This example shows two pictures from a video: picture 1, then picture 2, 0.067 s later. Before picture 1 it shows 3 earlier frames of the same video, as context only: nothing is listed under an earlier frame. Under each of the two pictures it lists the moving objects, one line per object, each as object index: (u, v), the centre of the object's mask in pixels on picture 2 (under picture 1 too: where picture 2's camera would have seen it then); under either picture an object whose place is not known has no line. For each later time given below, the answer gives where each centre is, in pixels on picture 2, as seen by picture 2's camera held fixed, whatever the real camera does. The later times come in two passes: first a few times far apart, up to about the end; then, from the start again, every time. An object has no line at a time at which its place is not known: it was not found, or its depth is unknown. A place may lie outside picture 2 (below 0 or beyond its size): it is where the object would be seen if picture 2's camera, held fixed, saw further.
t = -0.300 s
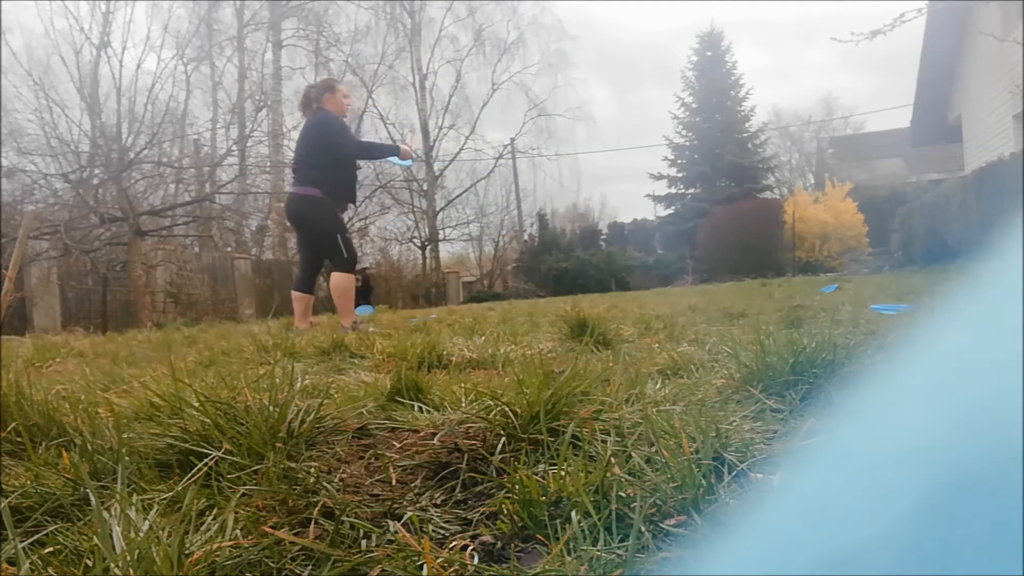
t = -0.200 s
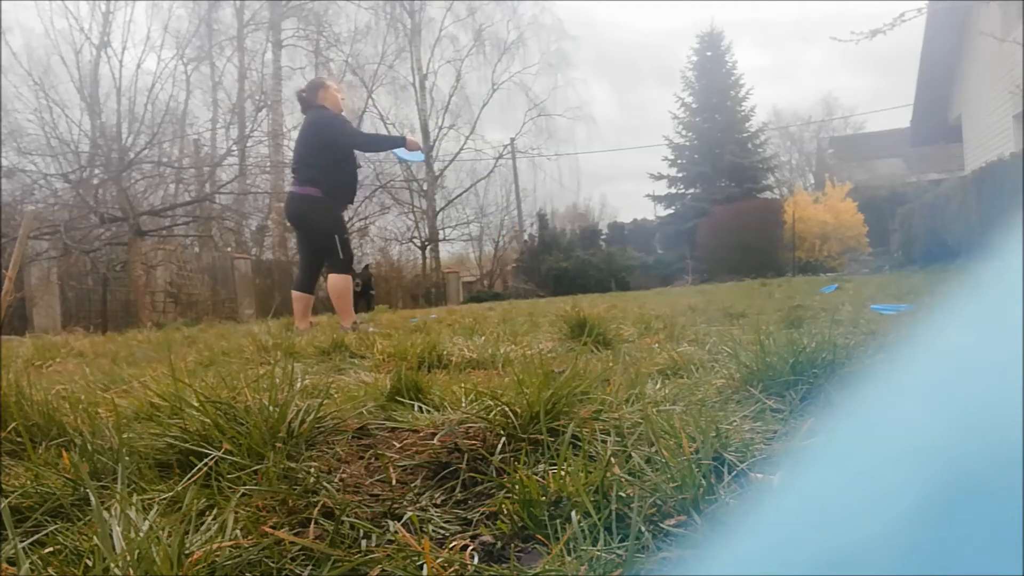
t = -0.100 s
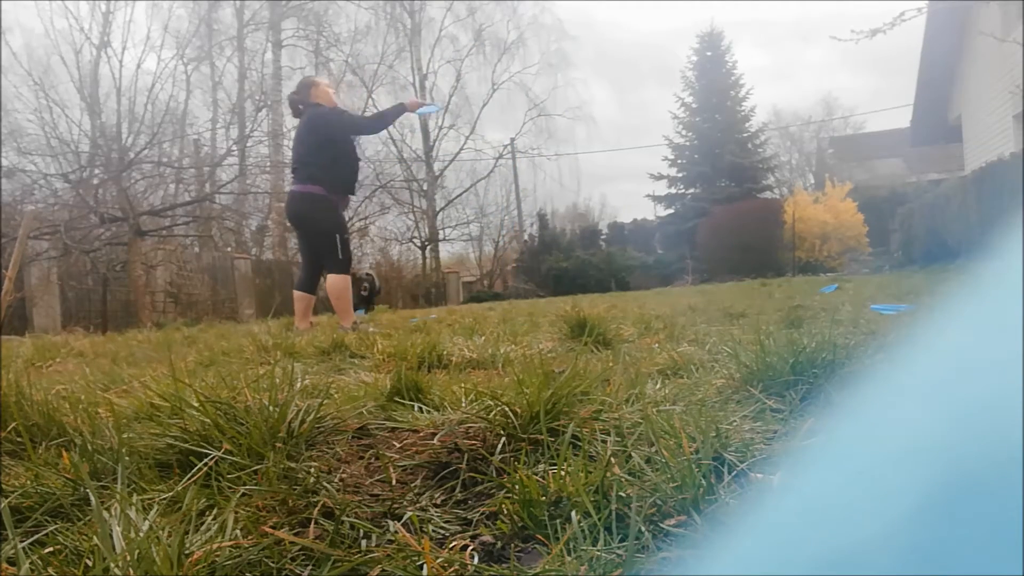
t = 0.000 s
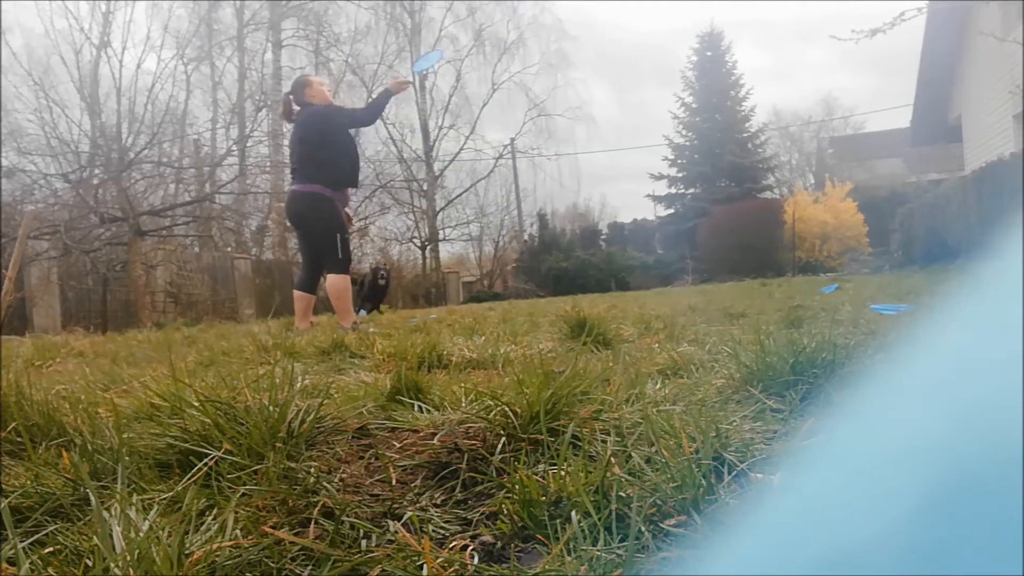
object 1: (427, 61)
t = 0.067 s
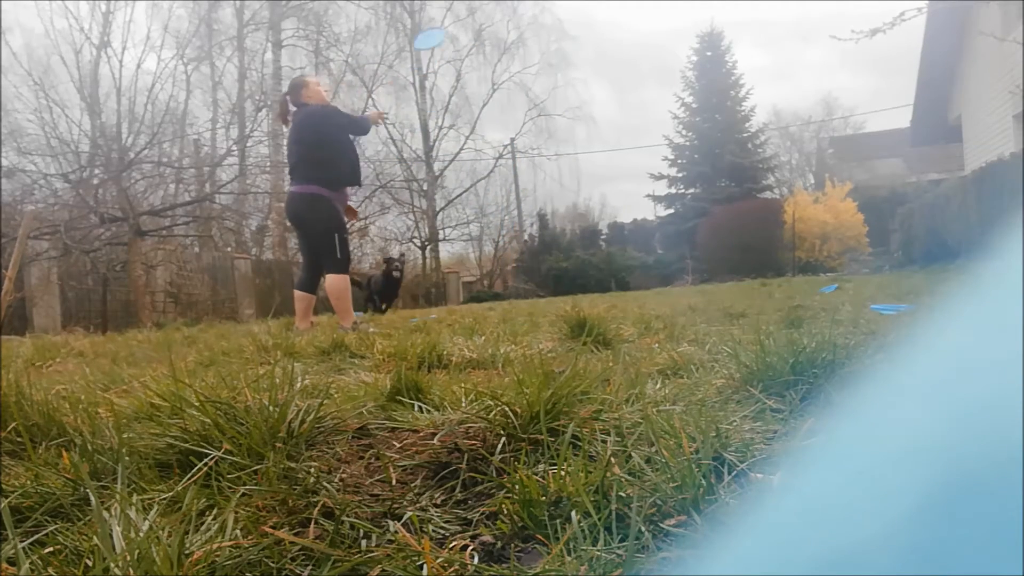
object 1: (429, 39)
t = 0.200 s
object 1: (438, 18)
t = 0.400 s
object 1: (456, 37)
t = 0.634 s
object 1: (466, 116)
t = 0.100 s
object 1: (431, 31)
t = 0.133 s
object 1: (433, 25)
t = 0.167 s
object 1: (436, 20)
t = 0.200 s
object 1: (438, 18)
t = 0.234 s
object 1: (441, 17)
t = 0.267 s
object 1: (443, 18)
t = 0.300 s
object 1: (445, 21)
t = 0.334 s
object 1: (449, 25)
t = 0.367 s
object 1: (453, 31)
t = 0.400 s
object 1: (456, 37)
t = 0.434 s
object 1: (458, 46)
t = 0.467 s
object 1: (460, 55)
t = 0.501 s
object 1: (461, 66)
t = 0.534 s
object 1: (464, 77)
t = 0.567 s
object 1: (465, 89)
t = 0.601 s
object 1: (467, 102)
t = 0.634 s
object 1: (466, 116)
